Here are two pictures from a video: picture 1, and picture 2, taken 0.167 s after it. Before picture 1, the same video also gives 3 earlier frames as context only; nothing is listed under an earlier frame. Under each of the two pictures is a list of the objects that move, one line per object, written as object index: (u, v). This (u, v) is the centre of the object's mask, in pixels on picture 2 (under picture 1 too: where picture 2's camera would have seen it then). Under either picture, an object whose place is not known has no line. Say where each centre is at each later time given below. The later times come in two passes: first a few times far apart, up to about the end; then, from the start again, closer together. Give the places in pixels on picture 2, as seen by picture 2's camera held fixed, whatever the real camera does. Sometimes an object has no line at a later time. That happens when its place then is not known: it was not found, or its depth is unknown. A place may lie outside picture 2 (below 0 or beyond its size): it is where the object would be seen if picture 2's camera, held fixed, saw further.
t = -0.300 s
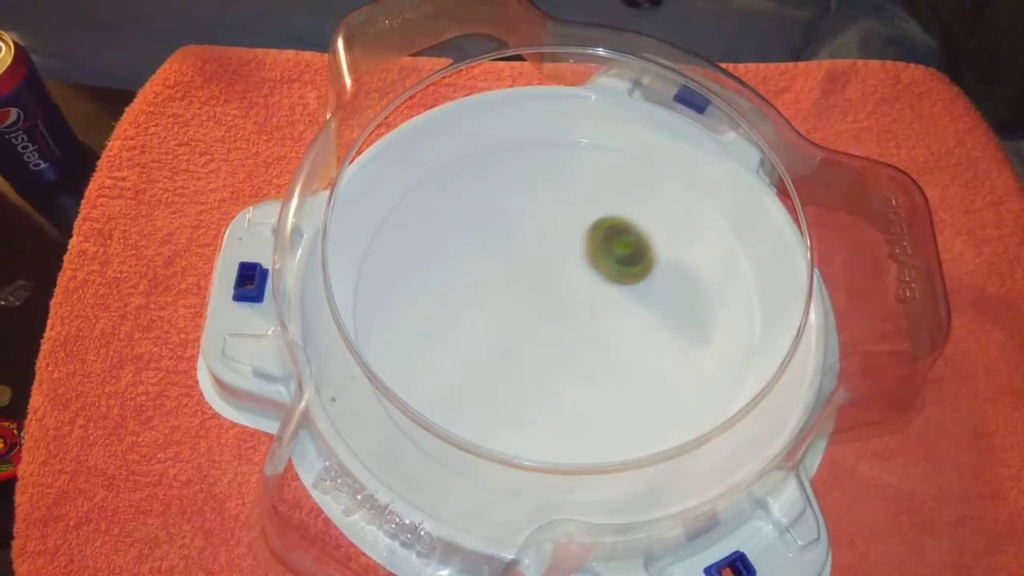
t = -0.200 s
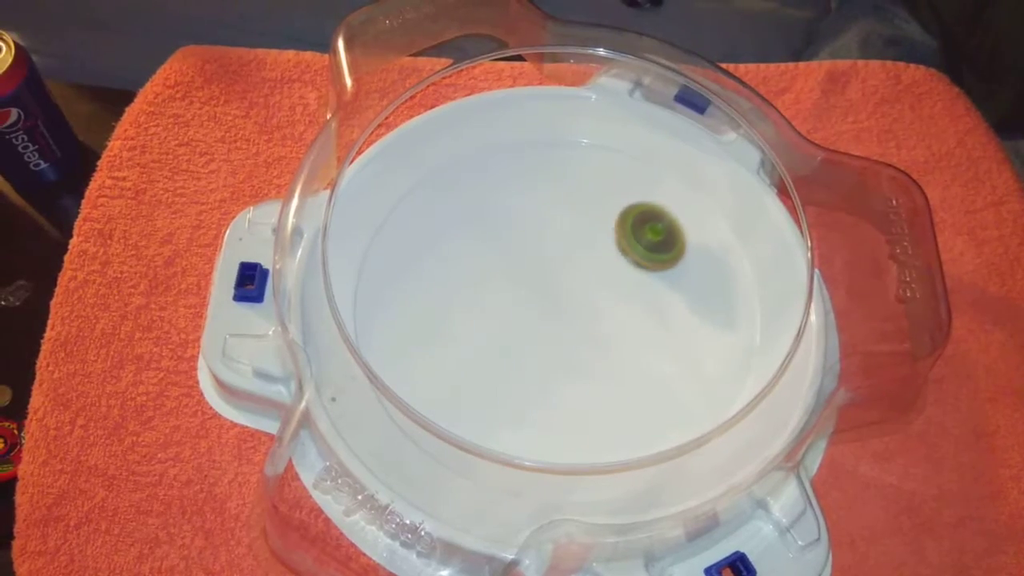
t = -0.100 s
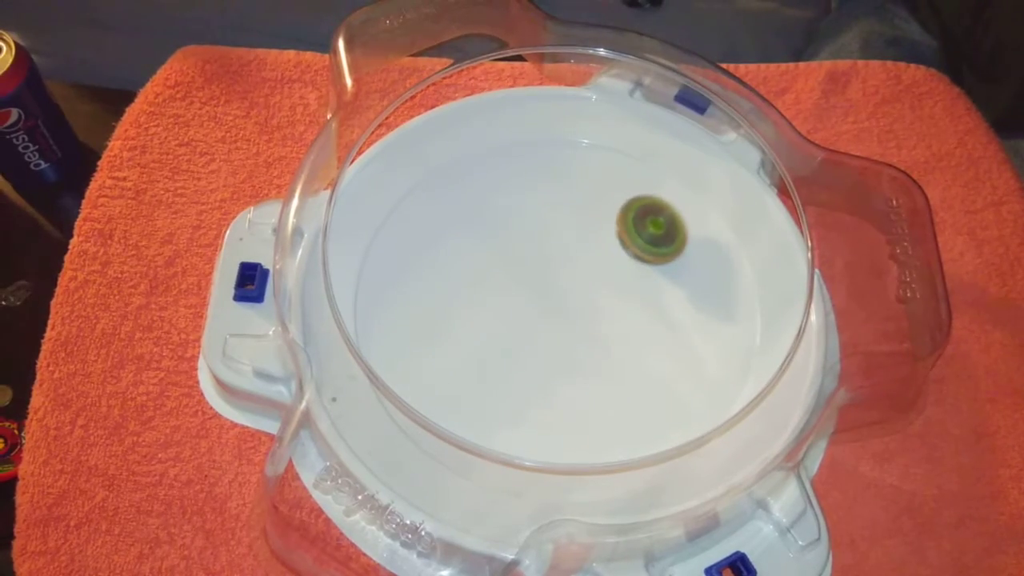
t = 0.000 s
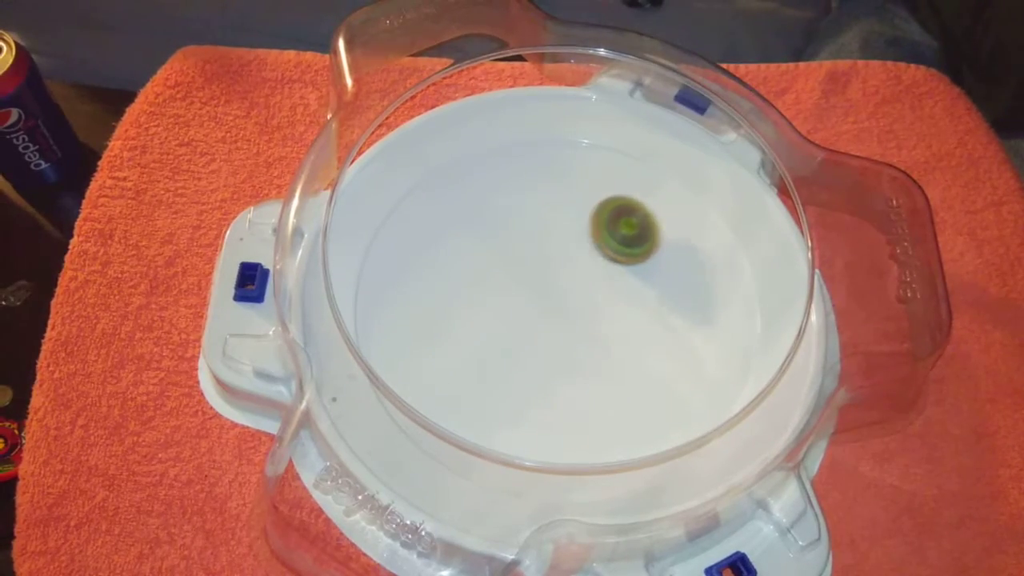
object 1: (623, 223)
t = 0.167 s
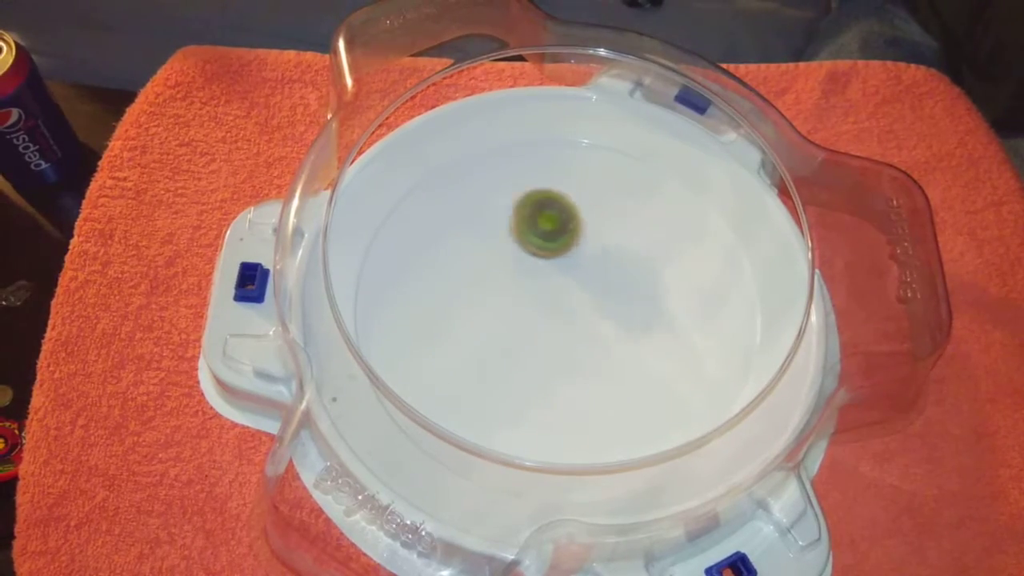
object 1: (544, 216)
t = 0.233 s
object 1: (512, 208)
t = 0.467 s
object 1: (441, 203)
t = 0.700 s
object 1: (488, 267)
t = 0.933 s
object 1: (642, 240)
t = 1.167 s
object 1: (664, 161)
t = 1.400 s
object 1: (554, 177)
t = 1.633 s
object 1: (548, 288)
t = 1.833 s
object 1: (672, 345)
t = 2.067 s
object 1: (745, 267)
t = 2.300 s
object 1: (613, 196)
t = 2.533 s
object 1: (496, 326)
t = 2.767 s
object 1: (610, 469)
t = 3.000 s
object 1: (722, 320)
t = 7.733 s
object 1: (532, 351)
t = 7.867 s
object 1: (577, 358)
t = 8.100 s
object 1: (623, 312)
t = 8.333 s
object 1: (592, 257)
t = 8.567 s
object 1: (529, 250)
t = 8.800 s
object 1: (501, 287)
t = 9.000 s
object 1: (520, 320)
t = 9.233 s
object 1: (570, 321)
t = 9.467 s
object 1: (594, 286)
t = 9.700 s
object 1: (575, 254)
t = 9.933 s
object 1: (545, 254)
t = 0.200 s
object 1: (527, 212)
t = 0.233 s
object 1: (512, 208)
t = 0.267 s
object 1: (497, 204)
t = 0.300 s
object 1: (484, 200)
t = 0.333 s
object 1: (472, 196)
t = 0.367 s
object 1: (462, 195)
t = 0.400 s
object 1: (454, 196)
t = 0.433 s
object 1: (447, 199)
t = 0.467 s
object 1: (441, 203)
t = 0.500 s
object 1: (437, 209)
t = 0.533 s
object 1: (434, 218)
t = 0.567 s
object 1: (435, 228)
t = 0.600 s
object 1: (441, 238)
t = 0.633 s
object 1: (452, 249)
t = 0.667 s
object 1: (468, 258)
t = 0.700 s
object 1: (488, 267)
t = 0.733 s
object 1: (510, 272)
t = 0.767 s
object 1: (535, 274)
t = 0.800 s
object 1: (559, 272)
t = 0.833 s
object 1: (582, 268)
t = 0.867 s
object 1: (604, 260)
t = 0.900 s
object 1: (625, 251)
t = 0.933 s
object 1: (642, 240)
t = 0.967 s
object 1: (655, 227)
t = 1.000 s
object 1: (665, 215)
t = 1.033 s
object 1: (671, 204)
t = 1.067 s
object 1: (674, 192)
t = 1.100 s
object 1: (674, 180)
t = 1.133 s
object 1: (670, 169)
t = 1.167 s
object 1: (664, 161)
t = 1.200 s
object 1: (653, 160)
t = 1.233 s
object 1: (639, 158)
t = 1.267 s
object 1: (623, 158)
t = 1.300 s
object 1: (605, 159)
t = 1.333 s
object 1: (587, 162)
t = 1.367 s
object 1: (570, 168)
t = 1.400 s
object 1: (554, 177)
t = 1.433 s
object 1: (540, 188)
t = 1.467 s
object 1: (530, 201)
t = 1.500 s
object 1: (524, 215)
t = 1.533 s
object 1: (523, 232)
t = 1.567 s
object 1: (527, 251)
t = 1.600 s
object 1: (535, 270)
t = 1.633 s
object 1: (548, 288)
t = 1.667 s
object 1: (564, 303)
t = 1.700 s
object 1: (583, 317)
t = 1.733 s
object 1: (605, 329)
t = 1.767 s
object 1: (627, 337)
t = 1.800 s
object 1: (649, 343)
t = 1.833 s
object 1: (672, 345)
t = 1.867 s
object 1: (693, 342)
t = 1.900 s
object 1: (713, 337)
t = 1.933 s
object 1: (729, 327)
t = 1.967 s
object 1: (741, 315)
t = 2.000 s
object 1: (750, 300)
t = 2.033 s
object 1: (752, 283)
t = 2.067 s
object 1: (745, 267)
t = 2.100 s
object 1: (732, 252)
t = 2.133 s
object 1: (718, 236)
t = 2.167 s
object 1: (702, 222)
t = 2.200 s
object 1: (683, 209)
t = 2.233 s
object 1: (661, 200)
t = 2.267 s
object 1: (638, 195)
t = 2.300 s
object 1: (613, 196)
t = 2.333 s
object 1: (590, 202)
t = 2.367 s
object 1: (567, 214)
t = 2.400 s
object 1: (544, 231)
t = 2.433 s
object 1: (526, 251)
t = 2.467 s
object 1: (511, 275)
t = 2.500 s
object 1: (501, 299)
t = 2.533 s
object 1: (496, 326)
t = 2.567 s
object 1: (496, 354)
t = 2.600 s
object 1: (502, 382)
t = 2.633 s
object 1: (514, 408)
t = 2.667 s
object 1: (533, 428)
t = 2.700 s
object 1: (556, 451)
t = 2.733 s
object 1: (582, 464)
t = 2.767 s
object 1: (610, 469)
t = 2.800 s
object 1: (635, 462)
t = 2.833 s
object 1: (657, 443)
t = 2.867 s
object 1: (676, 421)
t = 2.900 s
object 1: (694, 397)
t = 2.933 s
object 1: (709, 373)
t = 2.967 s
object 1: (718, 347)
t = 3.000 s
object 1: (722, 320)
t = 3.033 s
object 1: (719, 293)
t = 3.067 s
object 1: (709, 268)
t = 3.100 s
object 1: (693, 245)
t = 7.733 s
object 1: (532, 351)
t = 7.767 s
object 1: (543, 356)
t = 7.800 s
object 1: (555, 359)
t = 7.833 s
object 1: (566, 359)
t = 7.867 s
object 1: (577, 358)
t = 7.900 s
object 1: (588, 355)
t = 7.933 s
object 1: (597, 351)
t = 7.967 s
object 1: (605, 345)
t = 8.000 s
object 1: (611, 338)
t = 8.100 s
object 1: (623, 312)
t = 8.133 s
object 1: (622, 303)
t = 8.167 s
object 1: (621, 294)
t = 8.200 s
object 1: (618, 285)
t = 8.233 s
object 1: (613, 277)
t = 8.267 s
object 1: (607, 269)
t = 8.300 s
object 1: (600, 263)
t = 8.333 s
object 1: (592, 257)
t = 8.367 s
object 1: (583, 252)
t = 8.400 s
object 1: (573, 249)
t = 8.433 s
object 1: (564, 246)
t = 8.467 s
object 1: (555, 245)
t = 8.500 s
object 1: (546, 246)
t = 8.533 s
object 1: (537, 247)
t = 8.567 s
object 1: (529, 250)
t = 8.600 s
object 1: (522, 253)
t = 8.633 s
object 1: (515, 258)
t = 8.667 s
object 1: (510, 263)
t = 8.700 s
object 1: (505, 269)
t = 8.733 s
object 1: (503, 275)
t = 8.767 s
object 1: (501, 281)
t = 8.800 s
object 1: (501, 287)
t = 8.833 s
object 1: (501, 294)
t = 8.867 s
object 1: (503, 300)
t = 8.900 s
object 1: (506, 306)
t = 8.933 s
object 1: (510, 311)
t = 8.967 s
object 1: (515, 316)
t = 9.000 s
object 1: (520, 320)
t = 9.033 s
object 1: (527, 323)
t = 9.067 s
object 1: (534, 325)
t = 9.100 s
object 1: (541, 326)
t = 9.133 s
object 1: (549, 326)
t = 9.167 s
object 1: (556, 326)
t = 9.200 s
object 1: (563, 324)
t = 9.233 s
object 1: (570, 321)
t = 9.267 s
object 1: (575, 318)
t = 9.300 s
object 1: (580, 313)
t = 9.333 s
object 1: (585, 308)
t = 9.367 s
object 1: (589, 303)
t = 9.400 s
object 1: (591, 297)
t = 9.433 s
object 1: (593, 292)
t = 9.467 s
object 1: (594, 286)
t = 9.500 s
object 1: (593, 280)
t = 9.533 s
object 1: (592, 274)
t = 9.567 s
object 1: (589, 269)
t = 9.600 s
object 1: (586, 264)
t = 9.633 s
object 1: (583, 260)
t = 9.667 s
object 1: (579, 257)
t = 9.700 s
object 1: (575, 254)
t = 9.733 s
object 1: (570, 252)
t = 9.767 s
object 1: (566, 250)
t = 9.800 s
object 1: (561, 250)
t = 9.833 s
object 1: (557, 250)
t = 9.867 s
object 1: (552, 250)
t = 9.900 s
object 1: (549, 252)
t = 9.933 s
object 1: (545, 254)
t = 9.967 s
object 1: (542, 257)
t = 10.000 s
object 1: (539, 260)
